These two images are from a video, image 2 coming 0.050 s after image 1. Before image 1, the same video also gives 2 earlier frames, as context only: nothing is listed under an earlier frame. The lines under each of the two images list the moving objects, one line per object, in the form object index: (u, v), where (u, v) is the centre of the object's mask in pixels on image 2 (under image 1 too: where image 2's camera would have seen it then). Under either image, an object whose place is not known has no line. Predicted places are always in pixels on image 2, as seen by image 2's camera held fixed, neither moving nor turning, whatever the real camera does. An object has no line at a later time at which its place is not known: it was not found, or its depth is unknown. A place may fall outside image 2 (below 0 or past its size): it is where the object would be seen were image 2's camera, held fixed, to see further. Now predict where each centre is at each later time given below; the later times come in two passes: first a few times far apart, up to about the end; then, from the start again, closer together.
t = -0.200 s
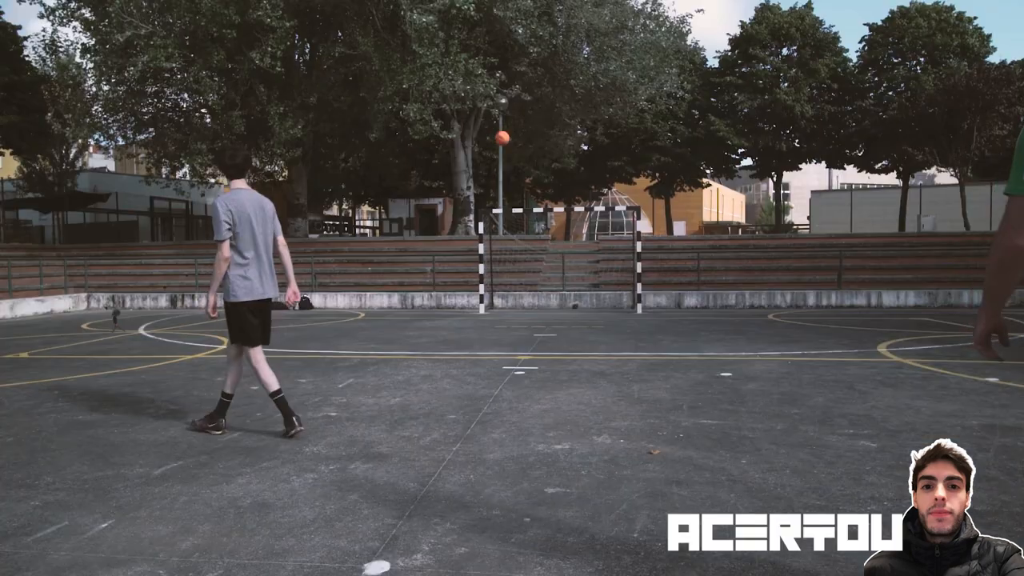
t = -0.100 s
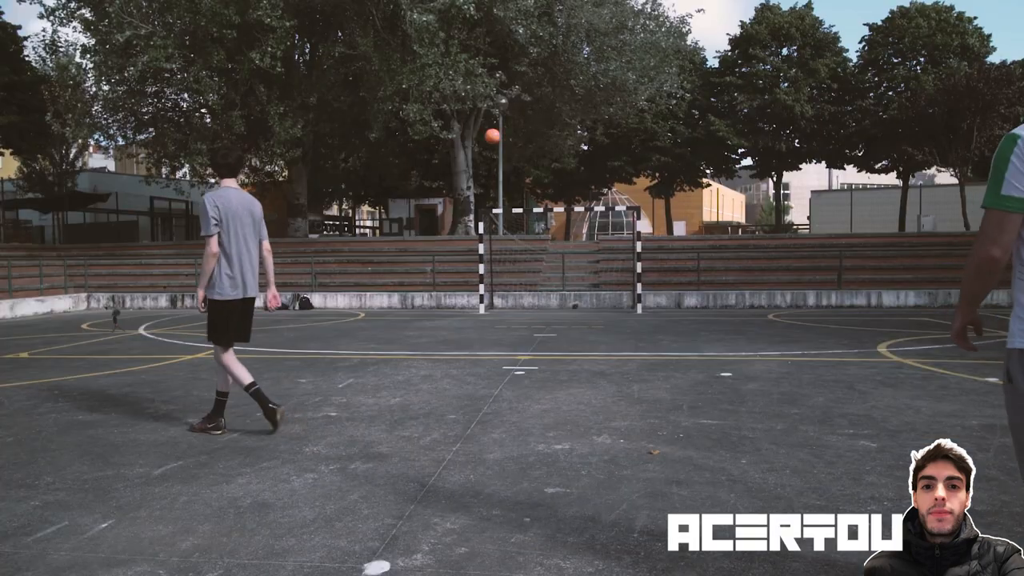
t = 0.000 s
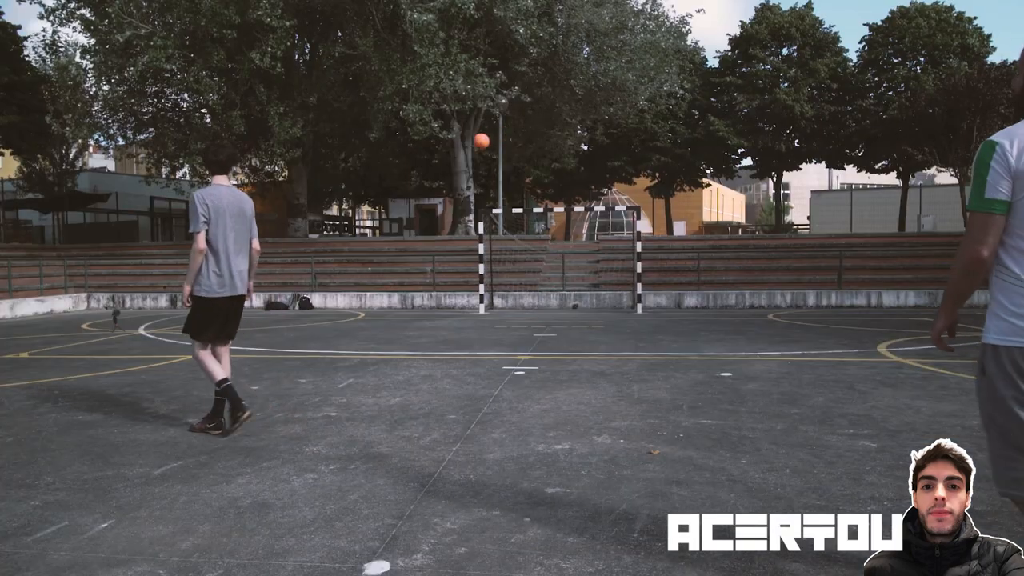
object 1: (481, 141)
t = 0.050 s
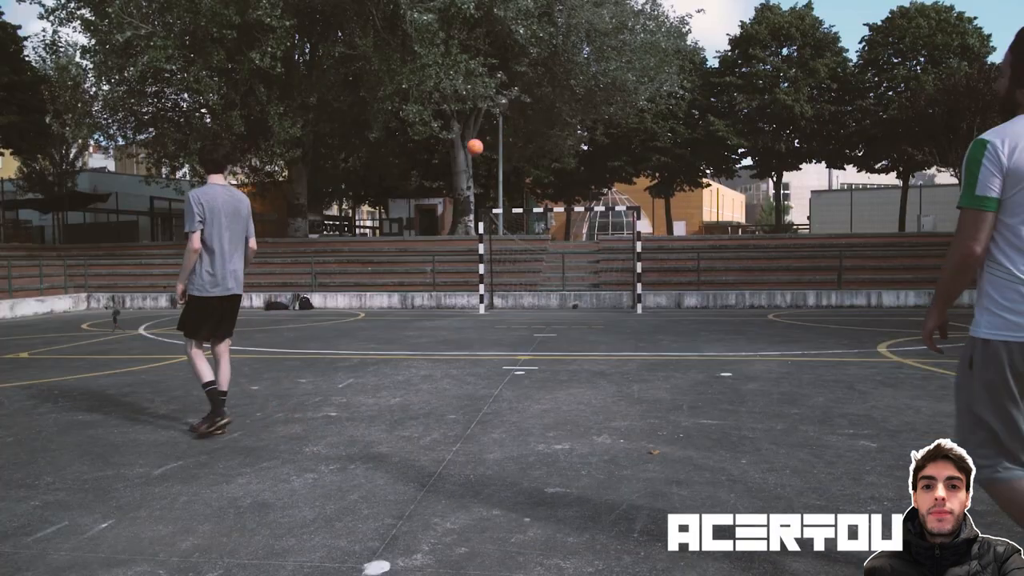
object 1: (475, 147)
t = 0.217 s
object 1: (449, 185)
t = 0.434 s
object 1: (406, 295)
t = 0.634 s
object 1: (371, 306)
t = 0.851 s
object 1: (342, 212)
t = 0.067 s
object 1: (473, 149)
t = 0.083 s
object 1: (470, 152)
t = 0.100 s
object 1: (468, 155)
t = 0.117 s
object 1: (465, 158)
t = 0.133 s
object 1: (463, 162)
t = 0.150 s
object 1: (460, 166)
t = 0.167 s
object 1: (457, 170)
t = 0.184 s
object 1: (455, 175)
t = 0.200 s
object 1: (452, 180)
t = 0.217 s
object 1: (449, 185)
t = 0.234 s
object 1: (447, 190)
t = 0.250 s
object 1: (444, 196)
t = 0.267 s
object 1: (441, 204)
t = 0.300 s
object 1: (434, 218)
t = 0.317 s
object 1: (431, 226)
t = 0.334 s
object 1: (428, 234)
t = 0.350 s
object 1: (425, 243)
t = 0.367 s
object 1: (421, 252)
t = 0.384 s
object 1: (418, 262)
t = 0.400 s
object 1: (414, 272)
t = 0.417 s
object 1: (410, 283)
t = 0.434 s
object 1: (406, 295)
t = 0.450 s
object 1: (402, 307)
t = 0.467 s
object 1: (398, 320)
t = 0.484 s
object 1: (394, 333)
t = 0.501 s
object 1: (390, 347)
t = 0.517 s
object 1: (385, 363)
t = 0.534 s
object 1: (383, 361)
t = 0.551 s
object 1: (381, 351)
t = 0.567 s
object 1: (379, 342)
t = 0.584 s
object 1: (377, 333)
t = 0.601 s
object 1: (374, 323)
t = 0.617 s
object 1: (373, 315)
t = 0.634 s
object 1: (371, 306)
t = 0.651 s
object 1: (369, 297)
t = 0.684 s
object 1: (365, 281)
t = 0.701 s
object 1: (364, 272)
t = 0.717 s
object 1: (361, 264)
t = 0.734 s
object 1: (358, 257)
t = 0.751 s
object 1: (356, 250)
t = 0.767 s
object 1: (354, 243)
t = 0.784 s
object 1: (352, 236)
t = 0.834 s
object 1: (344, 218)
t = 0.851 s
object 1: (342, 212)
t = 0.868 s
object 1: (340, 206)
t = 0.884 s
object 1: (337, 202)
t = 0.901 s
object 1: (335, 196)
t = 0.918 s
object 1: (332, 191)
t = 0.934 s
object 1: (330, 187)
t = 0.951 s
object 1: (327, 183)
